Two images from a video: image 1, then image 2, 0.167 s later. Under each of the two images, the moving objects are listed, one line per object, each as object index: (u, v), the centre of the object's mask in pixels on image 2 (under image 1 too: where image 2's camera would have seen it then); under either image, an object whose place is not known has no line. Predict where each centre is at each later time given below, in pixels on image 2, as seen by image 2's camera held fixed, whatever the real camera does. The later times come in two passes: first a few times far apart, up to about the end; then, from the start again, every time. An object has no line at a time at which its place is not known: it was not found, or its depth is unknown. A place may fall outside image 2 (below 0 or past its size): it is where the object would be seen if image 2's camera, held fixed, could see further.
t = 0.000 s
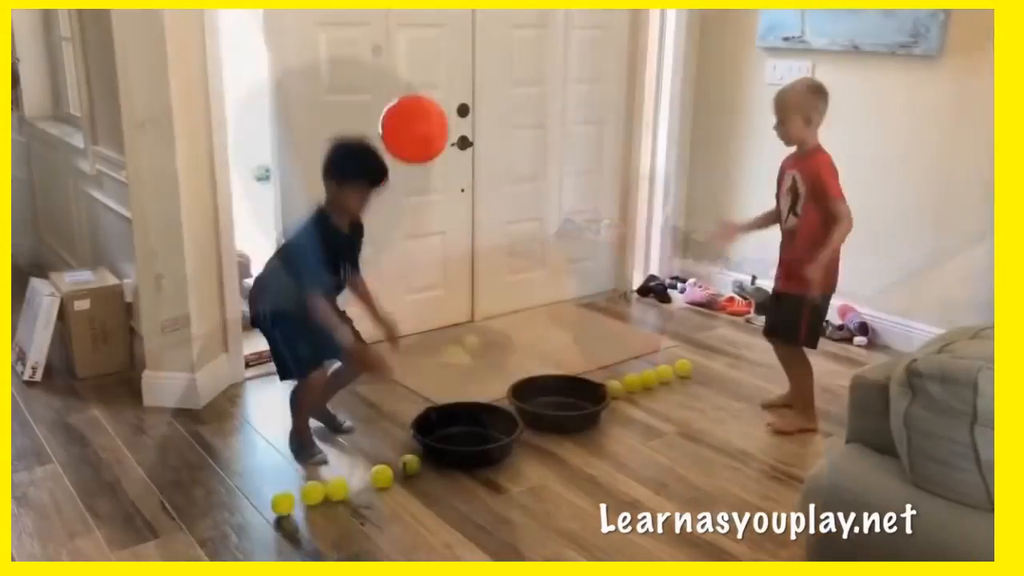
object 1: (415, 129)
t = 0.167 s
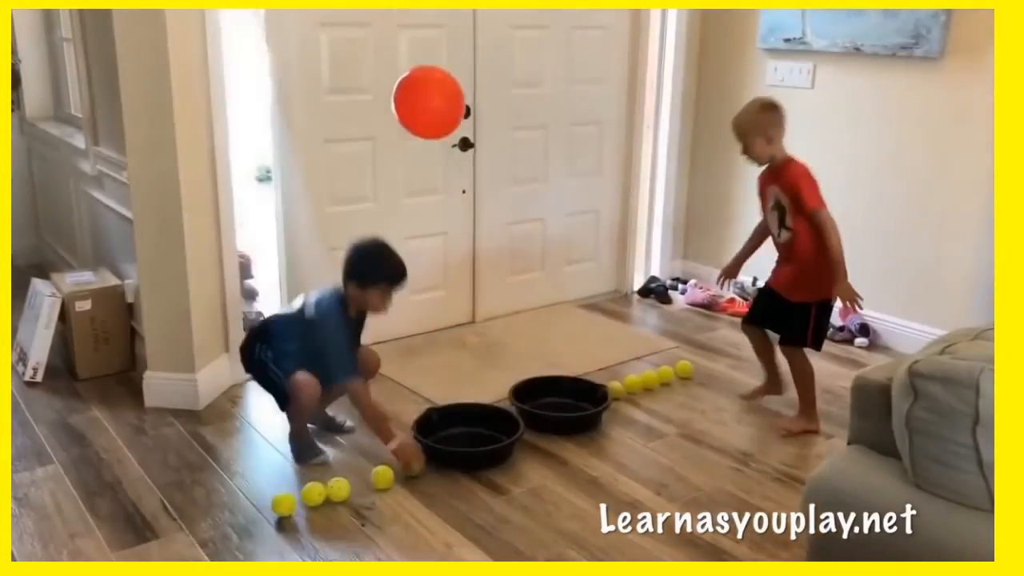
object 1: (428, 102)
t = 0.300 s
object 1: (438, 92)
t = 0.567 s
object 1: (453, 104)
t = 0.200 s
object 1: (431, 98)
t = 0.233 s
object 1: (433, 95)
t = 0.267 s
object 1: (435, 93)
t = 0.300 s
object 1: (438, 92)
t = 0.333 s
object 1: (440, 91)
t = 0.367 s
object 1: (442, 91)
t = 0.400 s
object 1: (444, 92)
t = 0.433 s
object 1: (446, 93)
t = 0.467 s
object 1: (448, 95)
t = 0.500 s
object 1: (450, 98)
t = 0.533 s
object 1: (452, 101)
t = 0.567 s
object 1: (453, 104)
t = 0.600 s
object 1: (455, 109)
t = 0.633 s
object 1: (456, 113)
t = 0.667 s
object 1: (457, 118)
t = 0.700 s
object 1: (458, 124)
